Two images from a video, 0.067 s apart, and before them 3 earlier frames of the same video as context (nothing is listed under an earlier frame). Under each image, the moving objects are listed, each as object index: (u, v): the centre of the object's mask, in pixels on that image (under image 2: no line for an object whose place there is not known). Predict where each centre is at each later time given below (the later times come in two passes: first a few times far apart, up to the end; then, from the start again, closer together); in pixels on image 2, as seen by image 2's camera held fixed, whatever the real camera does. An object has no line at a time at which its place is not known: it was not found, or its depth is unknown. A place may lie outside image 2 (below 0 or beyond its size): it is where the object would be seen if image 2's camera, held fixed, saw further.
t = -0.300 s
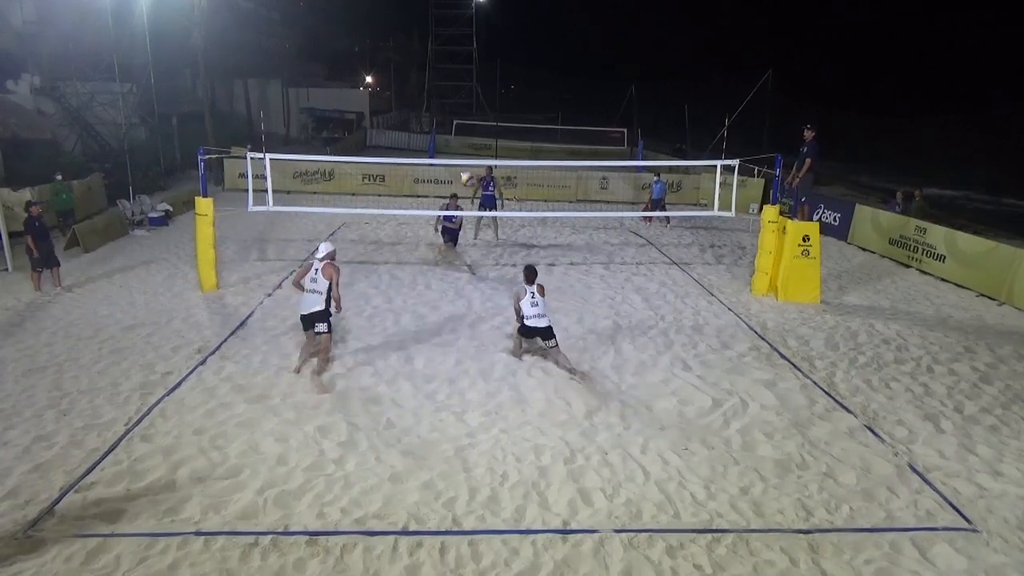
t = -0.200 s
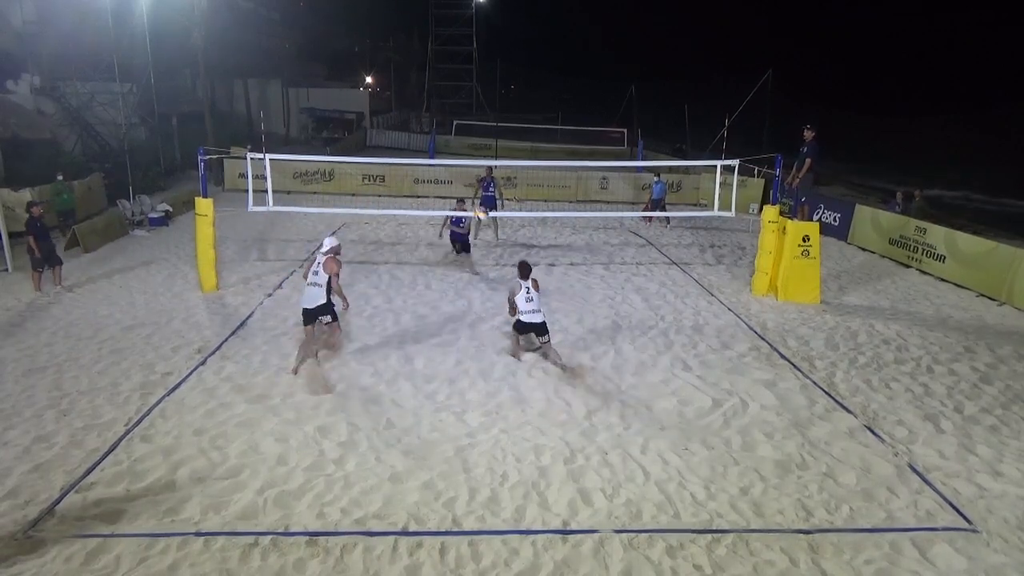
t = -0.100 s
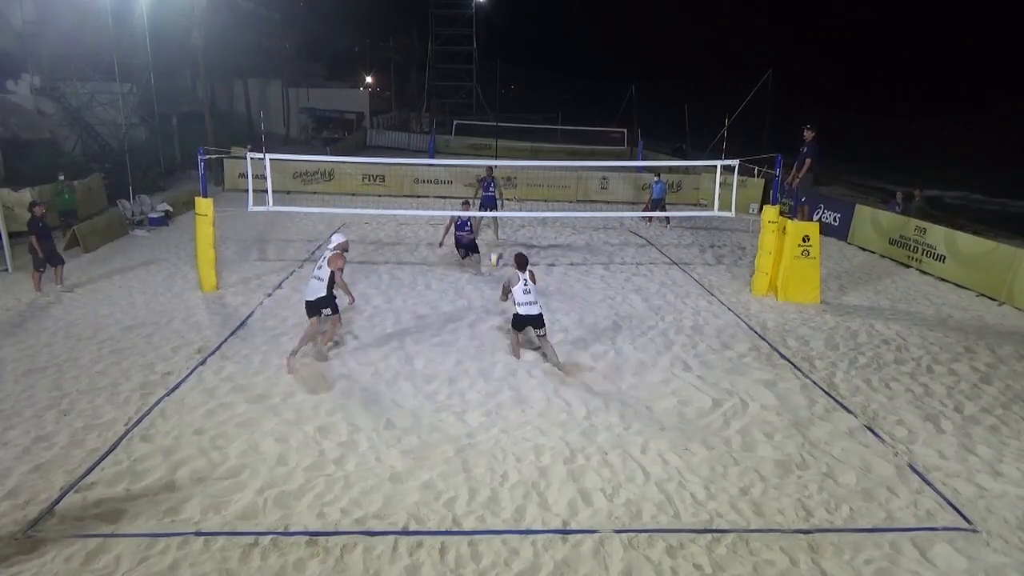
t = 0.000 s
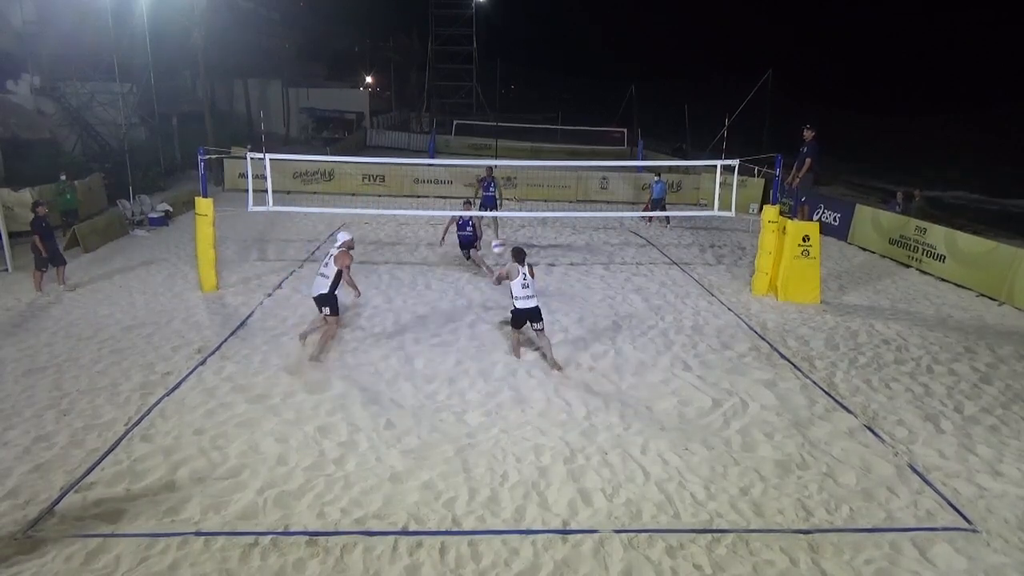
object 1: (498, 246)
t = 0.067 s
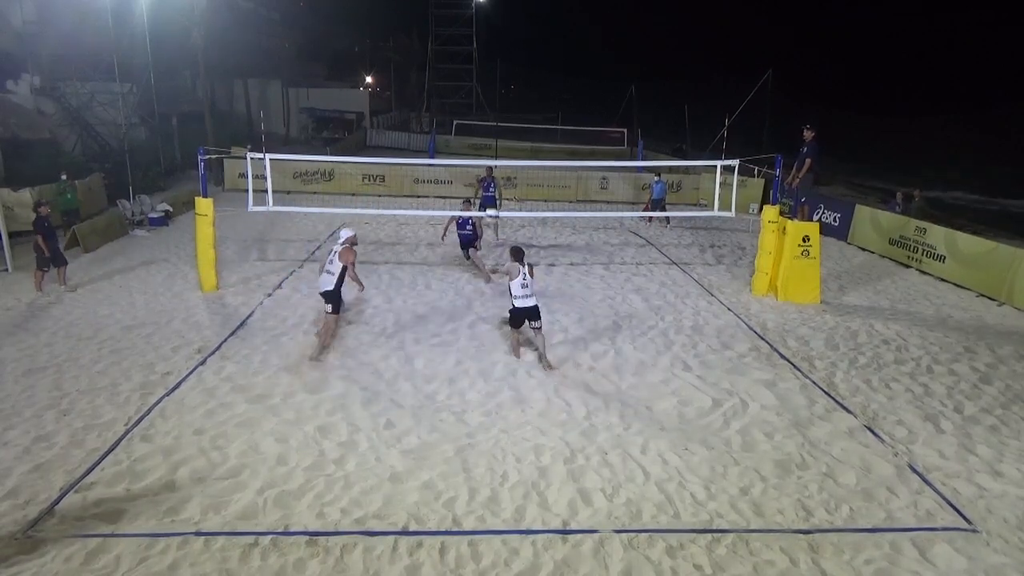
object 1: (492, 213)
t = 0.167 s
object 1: (482, 174)
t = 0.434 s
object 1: (460, 96)
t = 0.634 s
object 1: (442, 73)
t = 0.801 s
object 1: (428, 76)
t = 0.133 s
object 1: (486, 187)
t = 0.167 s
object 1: (482, 174)
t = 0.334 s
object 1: (469, 119)
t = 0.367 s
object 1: (466, 110)
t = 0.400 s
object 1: (463, 103)
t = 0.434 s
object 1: (460, 96)
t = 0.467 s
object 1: (457, 91)
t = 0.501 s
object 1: (454, 86)
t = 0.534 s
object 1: (450, 80)
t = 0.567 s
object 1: (447, 76)
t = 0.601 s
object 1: (445, 74)
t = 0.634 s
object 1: (442, 73)
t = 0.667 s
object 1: (439, 72)
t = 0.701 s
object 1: (437, 72)
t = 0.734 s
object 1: (434, 73)
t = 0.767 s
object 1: (431, 74)
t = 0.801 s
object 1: (428, 76)
